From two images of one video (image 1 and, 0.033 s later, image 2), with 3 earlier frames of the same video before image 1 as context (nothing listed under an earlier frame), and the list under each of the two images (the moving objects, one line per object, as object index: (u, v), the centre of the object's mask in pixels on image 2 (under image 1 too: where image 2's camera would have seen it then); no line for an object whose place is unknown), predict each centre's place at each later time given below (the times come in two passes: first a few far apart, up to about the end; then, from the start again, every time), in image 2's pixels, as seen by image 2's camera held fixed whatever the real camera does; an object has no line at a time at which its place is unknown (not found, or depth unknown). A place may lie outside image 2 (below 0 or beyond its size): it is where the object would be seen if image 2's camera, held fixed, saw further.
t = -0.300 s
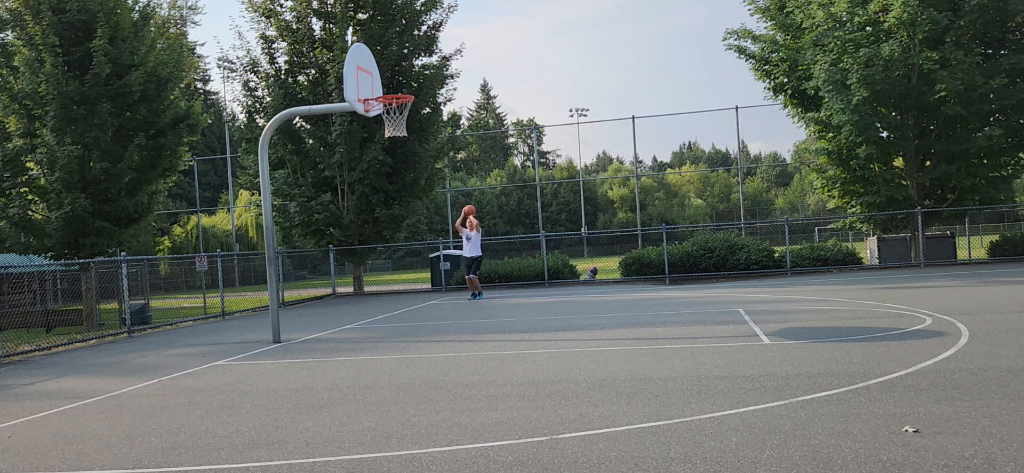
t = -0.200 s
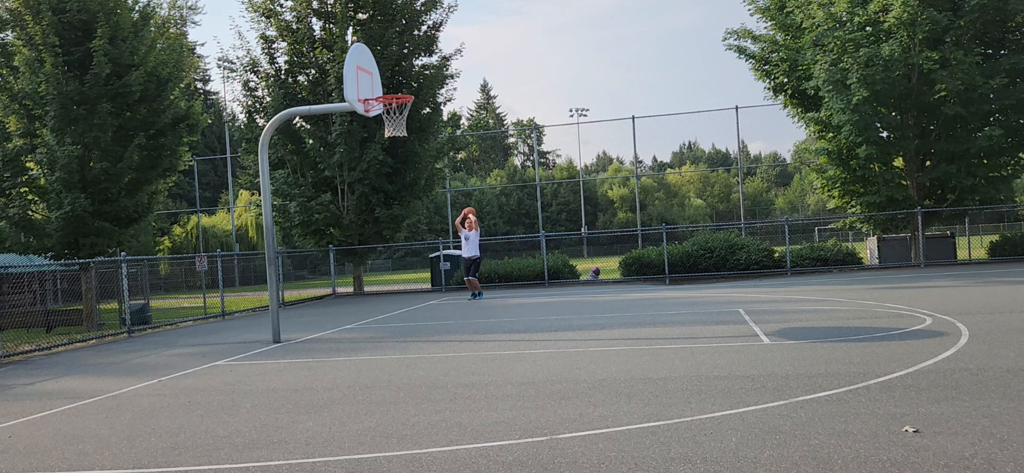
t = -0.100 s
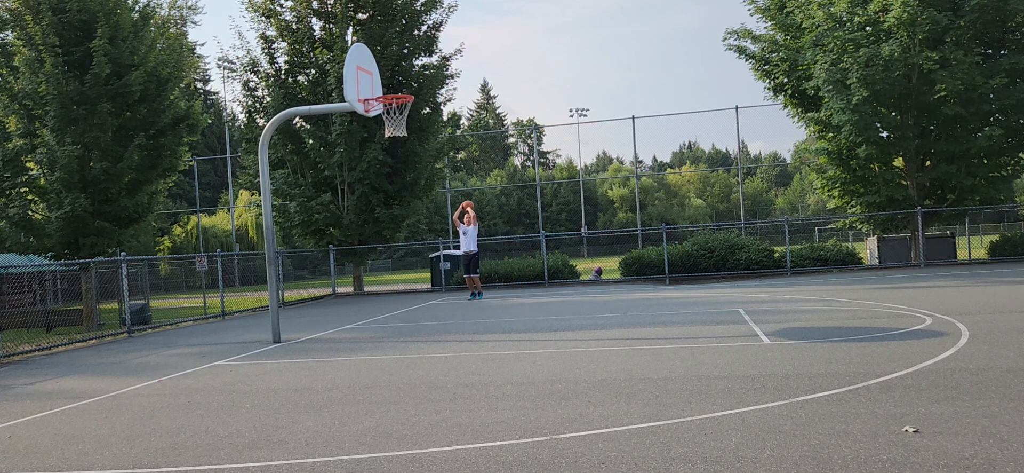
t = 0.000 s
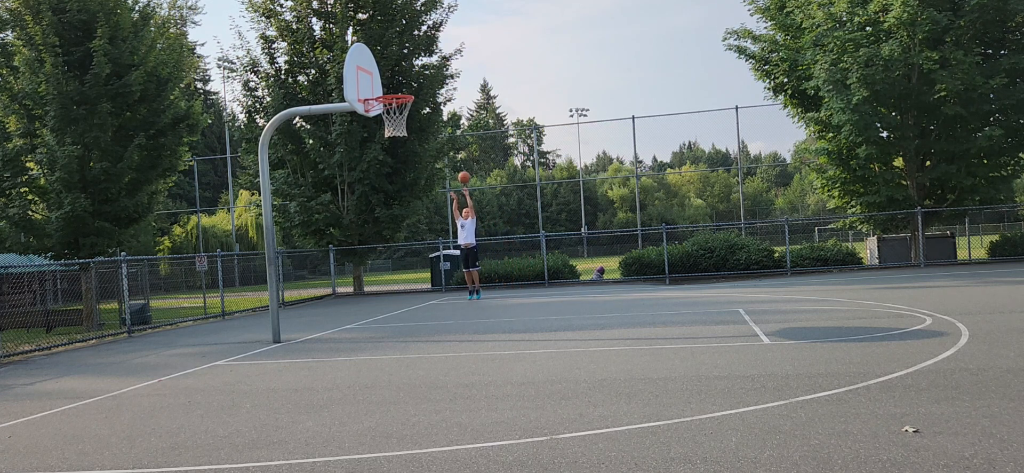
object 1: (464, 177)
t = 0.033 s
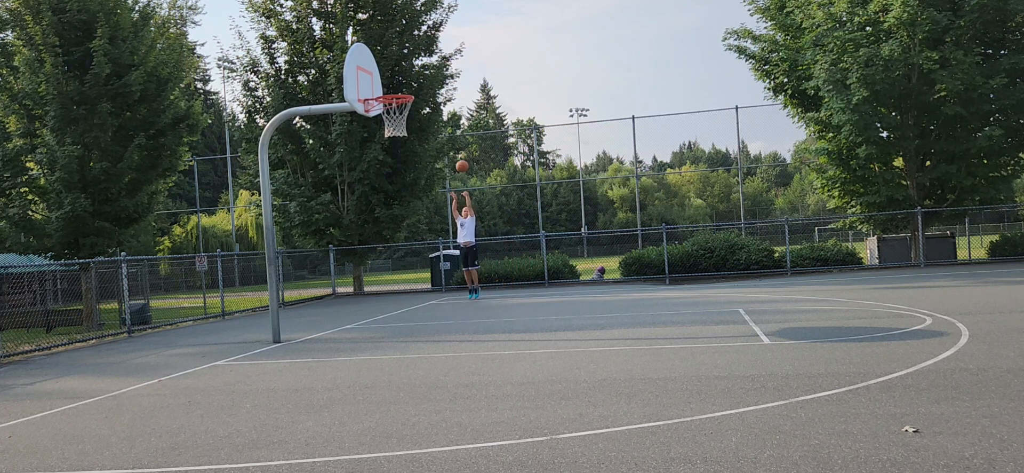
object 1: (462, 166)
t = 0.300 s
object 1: (444, 90)
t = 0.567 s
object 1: (428, 42)
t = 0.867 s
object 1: (409, 33)
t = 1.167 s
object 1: (391, 88)
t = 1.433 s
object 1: (371, 16)
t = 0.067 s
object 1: (460, 155)
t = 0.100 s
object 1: (458, 145)
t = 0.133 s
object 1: (455, 135)
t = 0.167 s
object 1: (453, 125)
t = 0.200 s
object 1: (451, 116)
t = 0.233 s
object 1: (449, 106)
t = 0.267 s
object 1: (447, 98)
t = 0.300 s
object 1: (444, 90)
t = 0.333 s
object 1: (442, 82)
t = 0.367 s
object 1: (440, 75)
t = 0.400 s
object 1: (438, 68)
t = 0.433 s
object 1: (437, 61)
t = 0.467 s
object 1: (433, 56)
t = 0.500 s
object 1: (432, 50)
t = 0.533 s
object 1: (430, 45)
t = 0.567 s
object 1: (428, 42)
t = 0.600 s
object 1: (426, 39)
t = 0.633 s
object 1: (423, 35)
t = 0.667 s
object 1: (421, 33)
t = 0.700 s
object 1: (419, 32)
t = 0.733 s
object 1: (418, 31)
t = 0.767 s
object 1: (415, 30)
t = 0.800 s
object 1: (413, 30)
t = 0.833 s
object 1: (411, 32)
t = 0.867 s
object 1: (409, 33)
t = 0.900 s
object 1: (407, 36)
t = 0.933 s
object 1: (405, 40)
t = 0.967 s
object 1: (402, 44)
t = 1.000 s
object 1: (401, 50)
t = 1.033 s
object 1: (399, 56)
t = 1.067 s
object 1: (397, 63)
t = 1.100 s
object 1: (395, 71)
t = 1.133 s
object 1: (393, 81)
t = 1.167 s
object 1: (391, 88)
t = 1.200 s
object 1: (389, 85)
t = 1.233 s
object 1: (386, 73)
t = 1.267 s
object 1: (384, 61)
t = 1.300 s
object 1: (381, 51)
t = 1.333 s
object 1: (378, 41)
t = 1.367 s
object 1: (376, 31)
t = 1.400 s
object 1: (374, 23)
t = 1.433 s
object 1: (371, 16)
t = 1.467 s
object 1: (369, 9)
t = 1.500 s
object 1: (367, 6)
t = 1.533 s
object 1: (366, 4)
